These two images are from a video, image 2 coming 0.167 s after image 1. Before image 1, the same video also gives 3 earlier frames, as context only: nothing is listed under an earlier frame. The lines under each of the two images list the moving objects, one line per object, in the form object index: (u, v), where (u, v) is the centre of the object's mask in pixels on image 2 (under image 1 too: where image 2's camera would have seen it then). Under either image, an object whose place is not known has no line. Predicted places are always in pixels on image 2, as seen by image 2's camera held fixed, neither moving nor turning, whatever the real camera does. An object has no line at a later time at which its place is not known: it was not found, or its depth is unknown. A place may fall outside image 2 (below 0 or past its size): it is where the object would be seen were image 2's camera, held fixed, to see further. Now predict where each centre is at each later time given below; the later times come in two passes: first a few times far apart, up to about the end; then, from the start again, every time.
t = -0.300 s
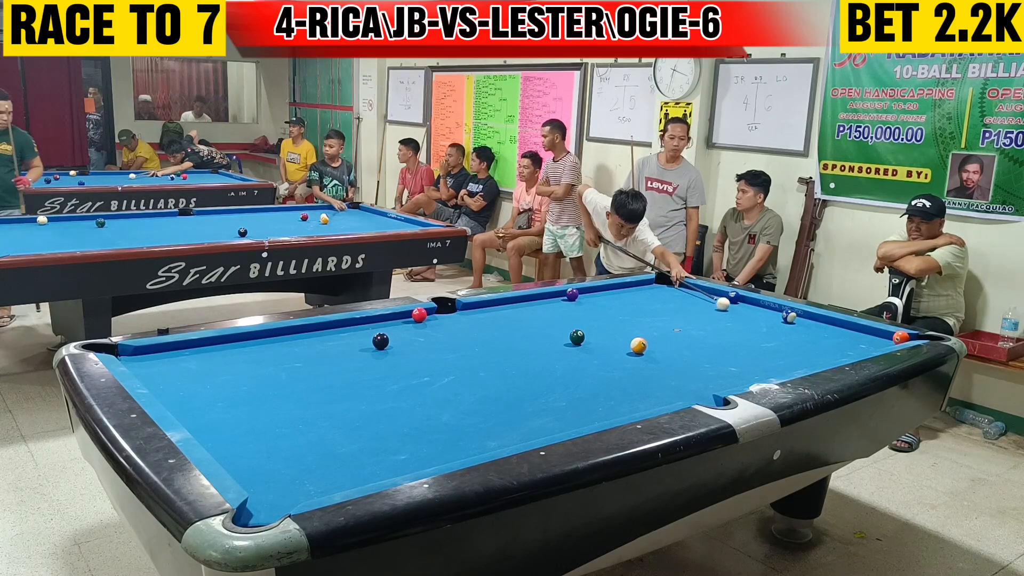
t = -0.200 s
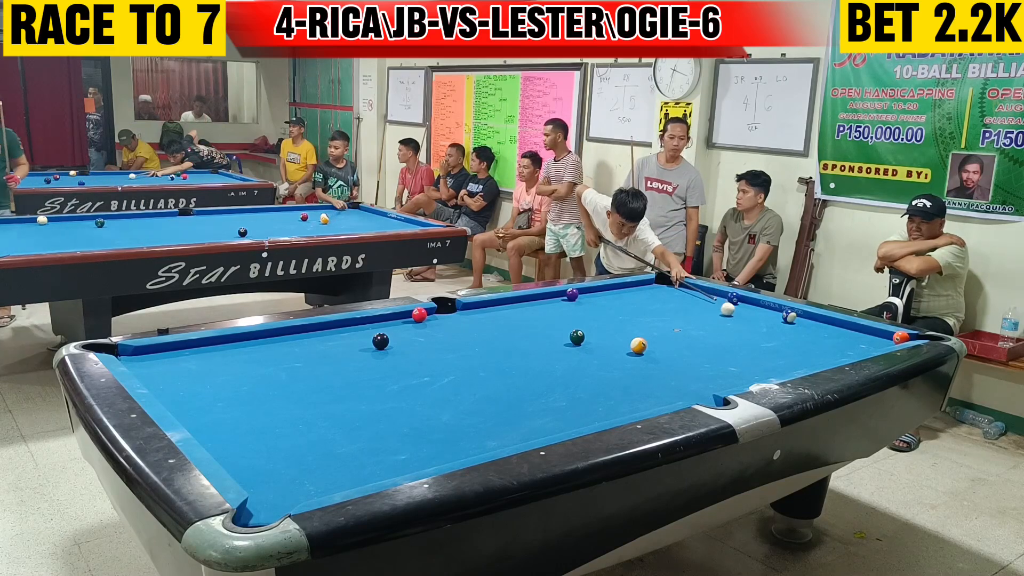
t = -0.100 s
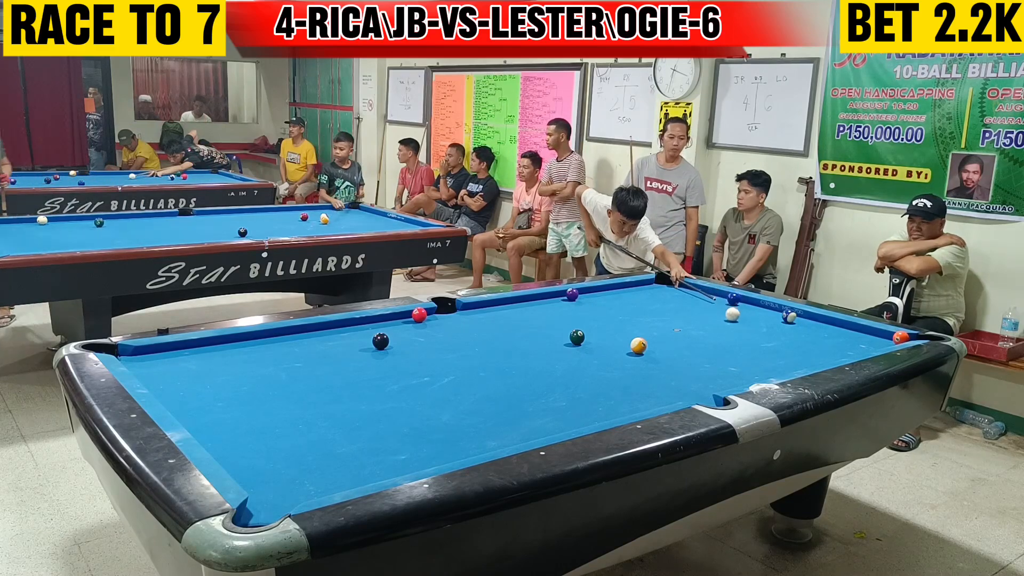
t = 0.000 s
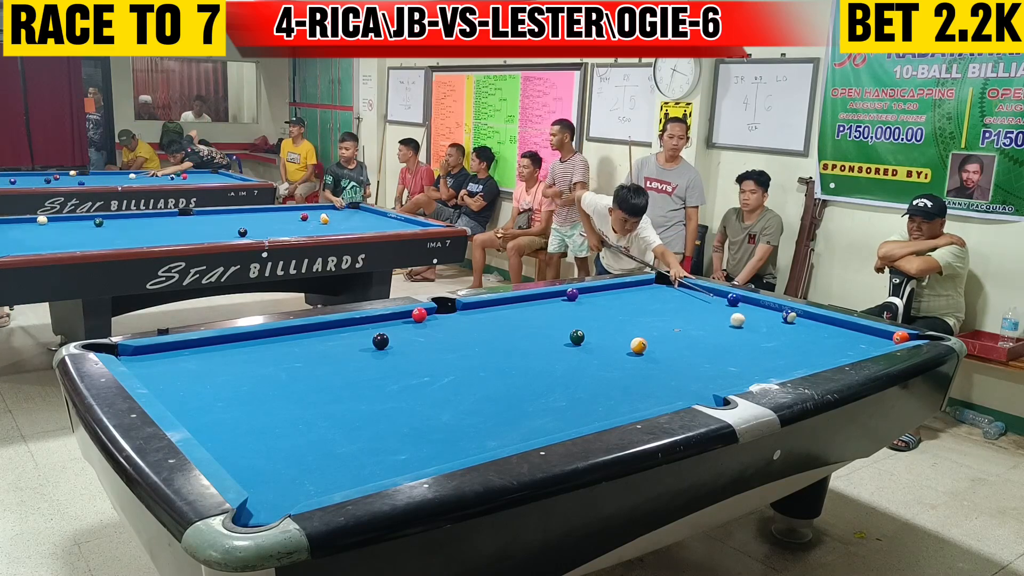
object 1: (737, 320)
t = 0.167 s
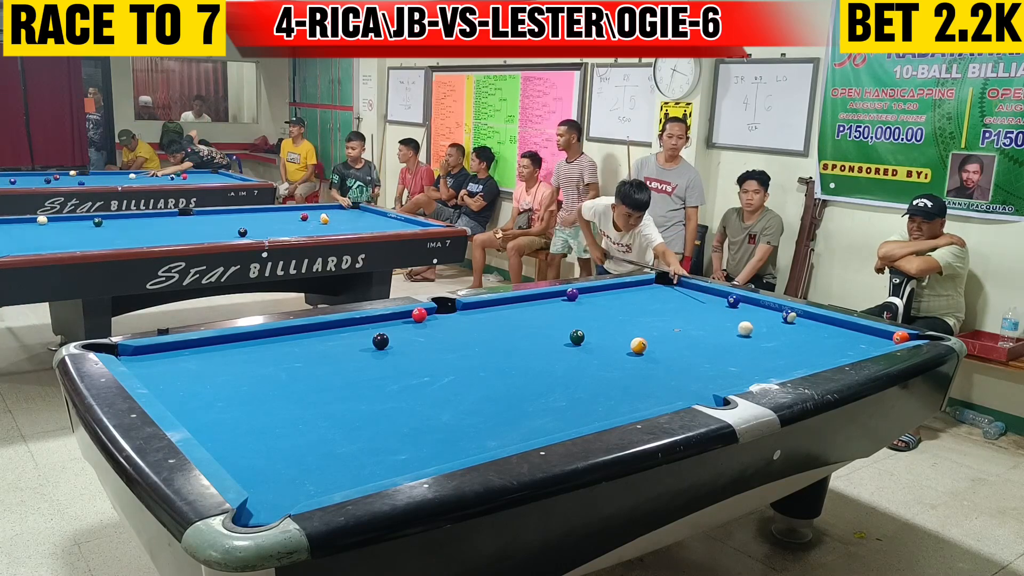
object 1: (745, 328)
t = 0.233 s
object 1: (749, 332)
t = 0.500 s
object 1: (765, 350)
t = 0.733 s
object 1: (780, 366)
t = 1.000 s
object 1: (750, 373)
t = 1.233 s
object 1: (707, 373)
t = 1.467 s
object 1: (663, 373)
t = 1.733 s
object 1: (613, 374)
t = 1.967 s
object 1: (575, 374)
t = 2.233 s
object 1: (529, 374)
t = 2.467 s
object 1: (490, 375)
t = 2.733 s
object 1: (447, 376)
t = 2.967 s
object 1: (414, 375)
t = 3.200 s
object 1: (379, 376)
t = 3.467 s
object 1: (343, 376)
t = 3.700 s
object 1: (312, 377)
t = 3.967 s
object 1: (282, 377)
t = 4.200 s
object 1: (256, 377)
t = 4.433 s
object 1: (232, 376)
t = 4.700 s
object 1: (208, 376)
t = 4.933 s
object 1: (189, 376)
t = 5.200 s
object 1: (169, 376)
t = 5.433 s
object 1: (155, 375)
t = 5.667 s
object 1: (144, 374)
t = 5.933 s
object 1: (144, 373)
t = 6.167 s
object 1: (147, 373)
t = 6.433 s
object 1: (148, 372)
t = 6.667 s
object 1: (148, 373)
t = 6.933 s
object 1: (148, 372)
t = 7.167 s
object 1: (148, 373)
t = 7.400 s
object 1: (148, 373)
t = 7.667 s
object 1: (148, 373)
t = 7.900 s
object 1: (148, 372)
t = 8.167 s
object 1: (148, 373)
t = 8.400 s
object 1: (148, 373)
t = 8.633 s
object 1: (148, 373)
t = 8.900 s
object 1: (148, 373)
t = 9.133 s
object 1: (148, 373)
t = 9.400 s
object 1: (148, 373)
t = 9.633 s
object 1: (148, 372)
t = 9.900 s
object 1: (148, 372)
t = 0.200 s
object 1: (747, 330)
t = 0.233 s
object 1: (749, 332)
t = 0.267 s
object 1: (751, 334)
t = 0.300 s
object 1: (753, 337)
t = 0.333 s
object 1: (755, 339)
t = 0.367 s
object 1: (757, 341)
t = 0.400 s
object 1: (759, 343)
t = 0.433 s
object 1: (761, 345)
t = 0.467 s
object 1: (763, 348)
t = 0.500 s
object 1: (765, 350)
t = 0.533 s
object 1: (767, 352)
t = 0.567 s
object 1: (769, 354)
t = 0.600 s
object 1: (771, 357)
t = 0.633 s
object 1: (773, 359)
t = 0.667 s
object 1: (776, 362)
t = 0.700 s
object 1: (778, 364)
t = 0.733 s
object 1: (780, 366)
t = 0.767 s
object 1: (782, 368)
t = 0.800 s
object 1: (784, 369)
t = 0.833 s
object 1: (782, 370)
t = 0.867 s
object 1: (775, 371)
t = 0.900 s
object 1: (769, 372)
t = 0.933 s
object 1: (762, 372)
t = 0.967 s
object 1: (756, 373)
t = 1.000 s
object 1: (750, 373)
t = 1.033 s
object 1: (743, 373)
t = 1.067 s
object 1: (740, 373)
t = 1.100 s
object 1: (733, 373)
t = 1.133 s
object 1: (727, 373)
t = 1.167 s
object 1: (721, 373)
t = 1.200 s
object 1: (714, 374)
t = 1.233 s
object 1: (707, 373)
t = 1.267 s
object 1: (701, 373)
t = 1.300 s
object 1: (695, 374)
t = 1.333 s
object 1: (688, 373)
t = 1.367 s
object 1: (682, 373)
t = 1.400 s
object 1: (675, 374)
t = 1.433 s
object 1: (669, 374)
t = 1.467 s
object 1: (663, 373)
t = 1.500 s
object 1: (656, 374)
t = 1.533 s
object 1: (650, 374)
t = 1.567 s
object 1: (644, 374)
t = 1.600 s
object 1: (638, 374)
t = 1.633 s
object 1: (632, 374)
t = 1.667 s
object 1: (626, 374)
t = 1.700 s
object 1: (619, 374)
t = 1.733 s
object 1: (613, 374)
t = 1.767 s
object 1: (607, 374)
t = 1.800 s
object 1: (601, 374)
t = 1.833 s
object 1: (595, 374)
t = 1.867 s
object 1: (589, 374)
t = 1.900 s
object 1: (583, 374)
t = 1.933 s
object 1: (577, 374)
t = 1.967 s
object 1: (575, 374)
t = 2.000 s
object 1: (569, 374)
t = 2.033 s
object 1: (563, 374)
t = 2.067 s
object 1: (557, 374)
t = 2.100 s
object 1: (551, 374)
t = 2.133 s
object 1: (546, 374)
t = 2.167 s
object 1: (540, 374)
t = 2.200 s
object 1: (534, 374)
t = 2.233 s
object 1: (529, 374)
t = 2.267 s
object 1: (523, 375)
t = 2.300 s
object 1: (517, 375)
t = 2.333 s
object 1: (512, 374)
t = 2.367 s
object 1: (506, 375)
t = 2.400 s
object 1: (501, 375)
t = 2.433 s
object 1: (495, 375)
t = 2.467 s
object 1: (490, 375)
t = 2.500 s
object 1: (484, 375)
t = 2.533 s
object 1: (479, 375)
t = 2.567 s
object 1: (473, 375)
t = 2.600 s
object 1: (468, 376)
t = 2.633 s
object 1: (463, 375)
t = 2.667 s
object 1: (457, 375)
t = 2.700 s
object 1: (452, 375)
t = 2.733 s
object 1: (447, 376)
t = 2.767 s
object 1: (442, 376)
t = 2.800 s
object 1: (437, 375)
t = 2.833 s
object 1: (431, 376)
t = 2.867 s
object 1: (429, 376)
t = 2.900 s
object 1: (424, 375)
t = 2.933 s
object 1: (419, 376)
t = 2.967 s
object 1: (414, 375)
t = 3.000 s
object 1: (409, 376)
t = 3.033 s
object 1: (404, 376)
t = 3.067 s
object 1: (399, 376)
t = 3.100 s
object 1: (394, 376)
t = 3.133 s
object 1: (389, 376)
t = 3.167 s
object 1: (384, 376)
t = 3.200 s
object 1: (379, 376)
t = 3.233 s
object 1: (375, 376)
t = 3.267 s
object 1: (370, 376)
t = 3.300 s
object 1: (365, 376)
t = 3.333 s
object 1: (361, 376)
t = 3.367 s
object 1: (356, 376)
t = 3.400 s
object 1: (351, 377)
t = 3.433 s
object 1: (347, 376)
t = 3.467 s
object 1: (343, 376)
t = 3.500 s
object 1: (338, 376)
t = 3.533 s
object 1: (334, 377)
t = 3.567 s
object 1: (329, 377)
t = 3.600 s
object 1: (325, 377)
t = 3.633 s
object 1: (321, 377)
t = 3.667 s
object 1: (316, 377)
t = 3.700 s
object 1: (312, 377)
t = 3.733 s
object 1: (310, 377)
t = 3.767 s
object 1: (306, 377)
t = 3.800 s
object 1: (302, 377)
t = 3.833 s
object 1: (298, 377)
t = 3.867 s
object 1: (294, 377)
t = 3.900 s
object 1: (290, 377)
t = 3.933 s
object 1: (286, 377)
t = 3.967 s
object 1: (282, 377)
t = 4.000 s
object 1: (278, 377)
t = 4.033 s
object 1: (274, 377)
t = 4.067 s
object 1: (270, 377)
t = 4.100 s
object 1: (267, 377)
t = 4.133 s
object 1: (263, 377)
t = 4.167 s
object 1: (259, 377)
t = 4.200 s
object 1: (256, 377)
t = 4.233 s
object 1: (252, 377)
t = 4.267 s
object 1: (249, 377)
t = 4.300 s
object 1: (245, 377)
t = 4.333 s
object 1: (242, 377)
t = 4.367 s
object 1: (239, 377)
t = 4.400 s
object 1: (235, 377)
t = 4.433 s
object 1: (232, 376)
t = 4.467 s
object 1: (229, 377)
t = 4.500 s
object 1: (225, 376)
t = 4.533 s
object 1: (222, 376)
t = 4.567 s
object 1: (219, 376)
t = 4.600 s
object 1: (216, 376)
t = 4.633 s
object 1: (214, 376)
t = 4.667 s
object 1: (211, 376)
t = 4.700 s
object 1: (208, 376)
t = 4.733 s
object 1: (206, 376)
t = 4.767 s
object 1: (203, 376)
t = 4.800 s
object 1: (200, 376)
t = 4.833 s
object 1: (197, 376)
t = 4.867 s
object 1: (194, 376)
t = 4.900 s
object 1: (192, 376)
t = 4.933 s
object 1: (189, 376)
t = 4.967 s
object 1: (186, 376)
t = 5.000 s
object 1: (184, 376)
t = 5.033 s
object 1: (181, 376)
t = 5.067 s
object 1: (179, 376)
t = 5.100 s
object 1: (176, 376)
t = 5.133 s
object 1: (174, 376)
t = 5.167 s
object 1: (172, 376)
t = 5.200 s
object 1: (169, 376)
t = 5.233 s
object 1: (167, 376)
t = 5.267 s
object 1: (165, 376)
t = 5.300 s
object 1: (163, 375)
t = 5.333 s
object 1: (161, 375)
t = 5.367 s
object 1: (159, 375)
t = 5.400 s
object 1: (157, 375)
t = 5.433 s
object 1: (155, 375)
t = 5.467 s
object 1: (153, 375)
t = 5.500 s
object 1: (151, 375)
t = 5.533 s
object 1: (150, 375)
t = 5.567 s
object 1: (148, 375)
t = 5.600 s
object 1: (147, 375)
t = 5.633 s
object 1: (145, 375)
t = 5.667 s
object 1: (144, 374)
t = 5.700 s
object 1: (143, 374)
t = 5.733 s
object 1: (142, 374)
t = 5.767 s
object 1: (143, 374)
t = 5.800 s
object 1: (143, 374)
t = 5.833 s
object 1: (143, 373)
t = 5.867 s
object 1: (144, 373)
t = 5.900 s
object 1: (144, 373)
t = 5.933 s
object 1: (144, 373)
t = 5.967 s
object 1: (145, 373)
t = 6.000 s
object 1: (145, 373)
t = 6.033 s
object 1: (146, 373)
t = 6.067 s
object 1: (146, 373)
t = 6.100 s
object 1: (146, 373)
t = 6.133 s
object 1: (146, 373)
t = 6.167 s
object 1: (147, 373)
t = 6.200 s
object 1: (147, 373)
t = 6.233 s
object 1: (147, 373)
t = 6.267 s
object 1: (147, 373)
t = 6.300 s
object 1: (148, 372)
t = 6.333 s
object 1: (148, 373)
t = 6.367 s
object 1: (148, 372)
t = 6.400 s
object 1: (148, 373)
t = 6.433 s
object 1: (148, 372)
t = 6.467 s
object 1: (148, 373)
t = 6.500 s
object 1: (148, 372)
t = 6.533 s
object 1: (148, 372)
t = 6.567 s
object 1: (148, 373)
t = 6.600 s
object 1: (148, 373)
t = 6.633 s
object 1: (148, 373)
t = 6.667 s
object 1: (148, 373)
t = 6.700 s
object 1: (148, 373)
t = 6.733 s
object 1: (148, 373)
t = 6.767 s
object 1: (148, 373)
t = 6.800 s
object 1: (148, 373)
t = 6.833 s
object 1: (148, 373)
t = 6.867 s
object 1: (148, 373)
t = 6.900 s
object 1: (148, 373)
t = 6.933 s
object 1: (148, 372)
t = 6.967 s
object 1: (148, 373)
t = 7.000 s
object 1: (148, 373)
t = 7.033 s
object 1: (148, 373)
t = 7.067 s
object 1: (148, 373)
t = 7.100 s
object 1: (148, 372)
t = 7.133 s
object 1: (148, 373)
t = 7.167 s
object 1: (148, 373)
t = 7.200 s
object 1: (148, 373)
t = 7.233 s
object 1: (148, 373)
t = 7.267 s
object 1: (148, 373)
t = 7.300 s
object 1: (148, 373)
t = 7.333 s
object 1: (148, 373)
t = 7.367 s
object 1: (148, 373)
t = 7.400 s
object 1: (148, 373)
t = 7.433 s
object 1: (148, 372)
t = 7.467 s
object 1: (148, 373)
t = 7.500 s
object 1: (148, 373)
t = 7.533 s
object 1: (148, 373)
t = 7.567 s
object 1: (148, 373)
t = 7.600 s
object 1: (148, 373)
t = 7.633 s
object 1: (148, 373)
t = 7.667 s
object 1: (148, 373)
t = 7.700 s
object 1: (148, 373)
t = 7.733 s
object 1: (148, 373)
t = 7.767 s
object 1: (148, 373)
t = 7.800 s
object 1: (148, 373)
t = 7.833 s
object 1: (148, 372)
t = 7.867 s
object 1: (148, 373)
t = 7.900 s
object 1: (148, 372)
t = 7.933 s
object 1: (148, 373)
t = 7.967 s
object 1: (148, 373)
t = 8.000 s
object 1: (148, 373)
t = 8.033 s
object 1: (148, 372)
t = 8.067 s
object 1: (148, 373)
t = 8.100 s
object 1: (148, 373)
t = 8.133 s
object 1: (148, 373)
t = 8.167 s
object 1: (148, 373)
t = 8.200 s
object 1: (148, 373)
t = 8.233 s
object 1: (148, 373)
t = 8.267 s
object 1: (148, 373)
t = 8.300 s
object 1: (148, 373)
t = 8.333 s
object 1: (148, 373)
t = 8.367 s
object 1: (148, 373)
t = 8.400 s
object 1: (148, 373)
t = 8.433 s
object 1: (148, 373)
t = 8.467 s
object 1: (148, 373)
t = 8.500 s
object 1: (148, 373)
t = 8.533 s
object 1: (148, 373)
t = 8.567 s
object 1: (148, 373)
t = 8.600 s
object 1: (148, 373)
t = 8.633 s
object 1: (148, 373)
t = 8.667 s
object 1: (148, 373)
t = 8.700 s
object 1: (148, 373)
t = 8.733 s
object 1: (148, 373)
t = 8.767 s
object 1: (148, 373)
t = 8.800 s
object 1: (148, 373)
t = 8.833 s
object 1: (148, 373)
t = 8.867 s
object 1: (148, 373)
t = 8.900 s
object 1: (148, 373)
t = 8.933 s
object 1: (148, 373)
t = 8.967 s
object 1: (148, 373)
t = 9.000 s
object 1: (148, 373)
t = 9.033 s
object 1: (148, 373)
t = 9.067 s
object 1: (148, 373)
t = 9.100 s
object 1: (148, 373)
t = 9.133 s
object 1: (148, 373)
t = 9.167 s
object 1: (148, 373)
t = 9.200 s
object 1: (148, 373)
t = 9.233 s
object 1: (148, 373)
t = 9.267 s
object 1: (148, 373)
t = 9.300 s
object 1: (148, 373)
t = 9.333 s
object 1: (148, 373)
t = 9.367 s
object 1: (148, 373)
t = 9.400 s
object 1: (148, 373)
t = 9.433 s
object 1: (148, 373)
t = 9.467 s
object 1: (148, 373)
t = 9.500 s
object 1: (148, 373)
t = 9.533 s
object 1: (148, 373)
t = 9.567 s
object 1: (148, 373)
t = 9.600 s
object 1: (148, 373)
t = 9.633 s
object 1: (148, 372)
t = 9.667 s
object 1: (148, 373)
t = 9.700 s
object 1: (148, 373)
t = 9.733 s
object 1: (148, 373)
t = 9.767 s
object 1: (148, 373)
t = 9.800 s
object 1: (148, 372)
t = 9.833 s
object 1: (148, 373)
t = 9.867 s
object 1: (148, 373)
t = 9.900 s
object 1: (148, 372)
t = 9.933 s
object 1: (148, 373)
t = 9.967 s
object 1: (148, 373)
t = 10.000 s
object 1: (148, 372)
